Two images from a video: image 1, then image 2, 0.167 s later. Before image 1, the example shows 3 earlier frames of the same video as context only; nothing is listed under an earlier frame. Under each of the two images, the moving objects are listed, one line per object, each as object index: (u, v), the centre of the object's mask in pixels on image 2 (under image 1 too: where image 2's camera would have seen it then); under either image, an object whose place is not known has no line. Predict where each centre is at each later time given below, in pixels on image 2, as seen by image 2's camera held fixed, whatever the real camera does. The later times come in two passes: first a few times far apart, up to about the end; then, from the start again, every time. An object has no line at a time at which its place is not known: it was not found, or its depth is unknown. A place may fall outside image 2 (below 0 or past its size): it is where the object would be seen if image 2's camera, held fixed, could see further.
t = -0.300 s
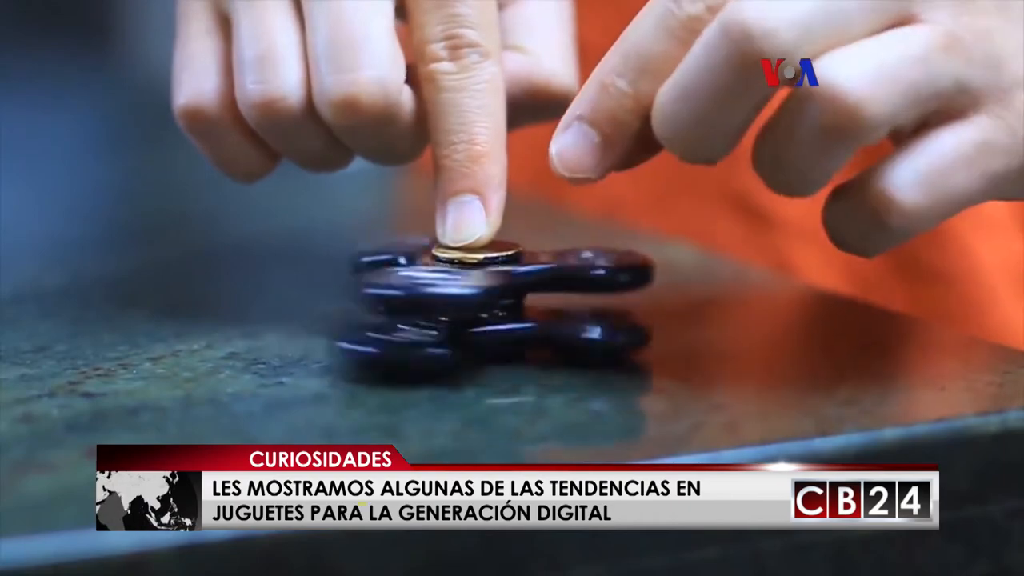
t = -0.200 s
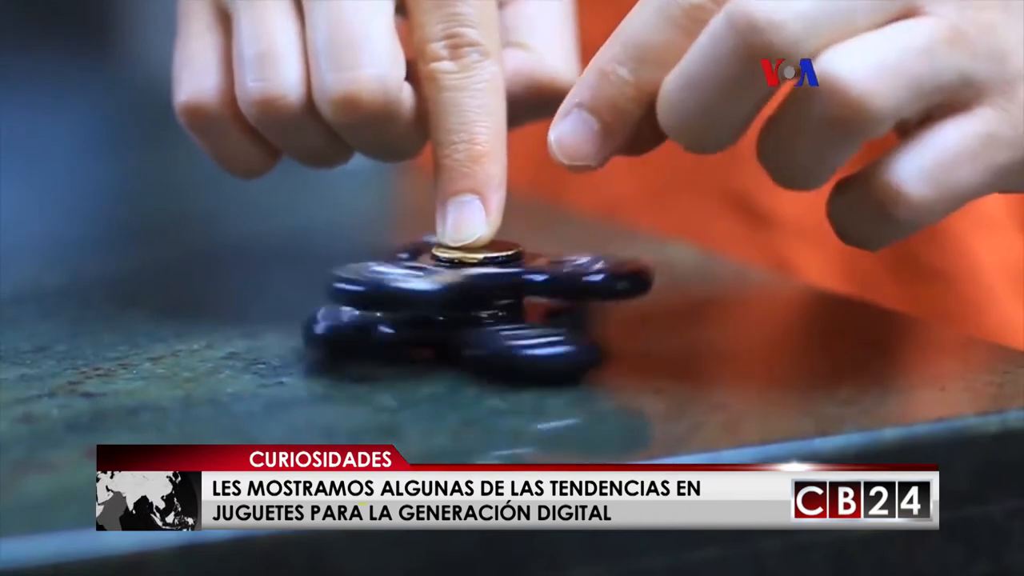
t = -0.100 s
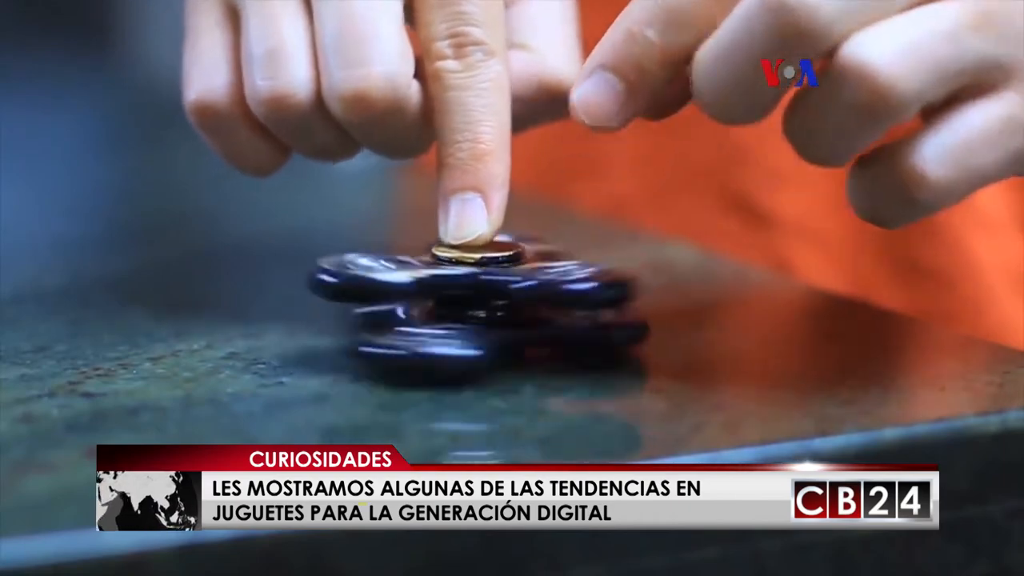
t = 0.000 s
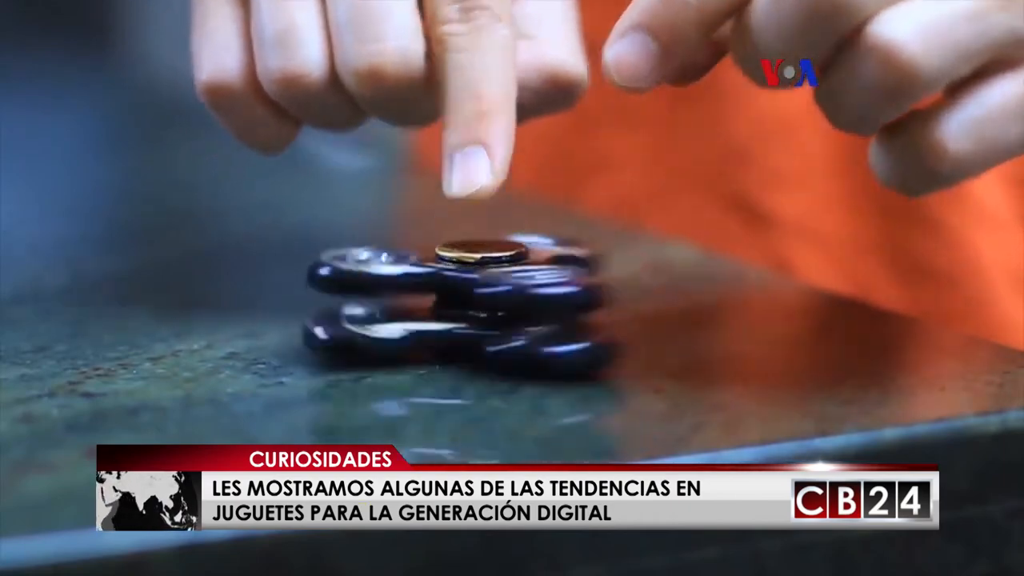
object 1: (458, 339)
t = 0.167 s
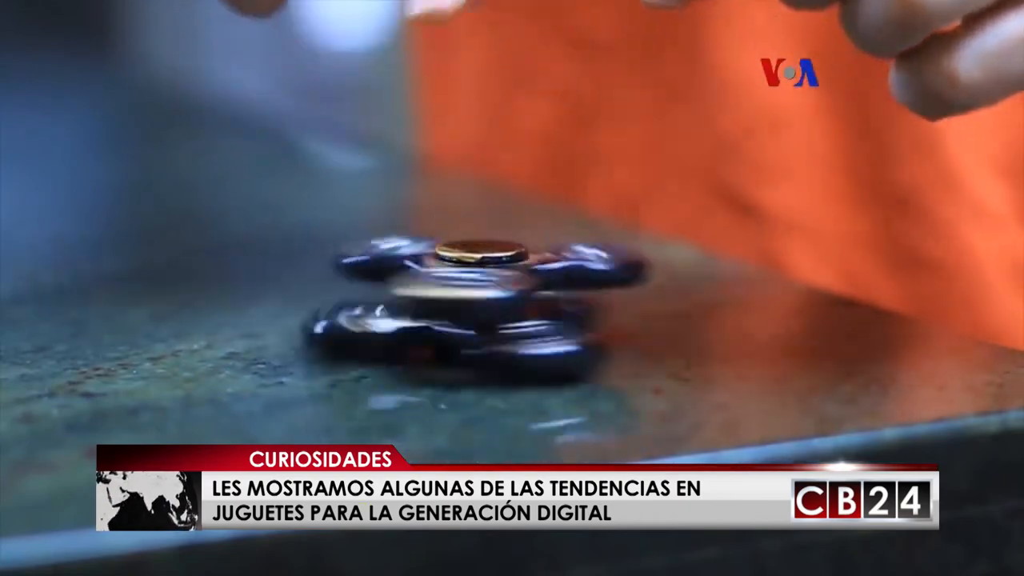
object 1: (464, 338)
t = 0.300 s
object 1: (482, 338)
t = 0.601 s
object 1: (466, 342)
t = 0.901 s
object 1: (486, 340)
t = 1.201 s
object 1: (466, 337)
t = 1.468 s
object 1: (462, 338)
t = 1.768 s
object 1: (466, 339)
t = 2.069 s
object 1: (468, 340)
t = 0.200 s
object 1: (468, 340)
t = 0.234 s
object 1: (477, 341)
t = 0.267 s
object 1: (492, 338)
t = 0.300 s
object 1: (482, 338)
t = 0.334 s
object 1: (466, 339)
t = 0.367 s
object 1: (461, 338)
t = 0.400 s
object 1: (468, 338)
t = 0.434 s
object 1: (484, 339)
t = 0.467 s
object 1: (487, 337)
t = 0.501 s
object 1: (480, 335)
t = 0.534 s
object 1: (465, 335)
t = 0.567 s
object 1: (460, 338)
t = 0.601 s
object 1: (466, 342)
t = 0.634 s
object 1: (476, 342)
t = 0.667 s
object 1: (489, 338)
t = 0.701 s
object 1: (485, 338)
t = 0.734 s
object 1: (465, 341)
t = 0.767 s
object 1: (460, 338)
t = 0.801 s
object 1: (464, 338)
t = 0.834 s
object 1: (476, 339)
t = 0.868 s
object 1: (487, 338)
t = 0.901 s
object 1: (486, 340)
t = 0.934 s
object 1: (473, 334)
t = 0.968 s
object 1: (466, 335)
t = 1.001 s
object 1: (460, 337)
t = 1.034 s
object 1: (467, 341)
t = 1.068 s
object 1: (475, 341)
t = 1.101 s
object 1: (489, 340)
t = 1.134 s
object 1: (489, 339)
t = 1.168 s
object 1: (472, 341)
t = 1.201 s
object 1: (466, 337)
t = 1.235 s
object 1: (459, 338)
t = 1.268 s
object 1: (466, 340)
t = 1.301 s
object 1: (479, 342)
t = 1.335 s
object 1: (485, 340)
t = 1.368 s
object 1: (487, 337)
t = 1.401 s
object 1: (479, 335)
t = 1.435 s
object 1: (470, 336)
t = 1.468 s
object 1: (462, 338)
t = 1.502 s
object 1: (463, 339)
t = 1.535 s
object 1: (473, 339)
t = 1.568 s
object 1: (483, 339)
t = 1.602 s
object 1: (490, 338)
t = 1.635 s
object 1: (482, 336)
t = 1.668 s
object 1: (472, 333)
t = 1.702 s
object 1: (467, 338)
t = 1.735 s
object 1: (462, 338)
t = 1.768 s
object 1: (466, 339)
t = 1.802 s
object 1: (475, 340)
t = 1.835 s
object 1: (482, 338)
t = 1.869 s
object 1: (486, 339)
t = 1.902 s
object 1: (483, 339)
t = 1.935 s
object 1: (473, 335)
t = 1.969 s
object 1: (466, 335)
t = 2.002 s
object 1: (462, 337)
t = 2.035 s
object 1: (461, 339)
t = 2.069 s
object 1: (468, 340)
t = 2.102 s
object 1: (482, 339)
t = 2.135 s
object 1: (487, 339)
